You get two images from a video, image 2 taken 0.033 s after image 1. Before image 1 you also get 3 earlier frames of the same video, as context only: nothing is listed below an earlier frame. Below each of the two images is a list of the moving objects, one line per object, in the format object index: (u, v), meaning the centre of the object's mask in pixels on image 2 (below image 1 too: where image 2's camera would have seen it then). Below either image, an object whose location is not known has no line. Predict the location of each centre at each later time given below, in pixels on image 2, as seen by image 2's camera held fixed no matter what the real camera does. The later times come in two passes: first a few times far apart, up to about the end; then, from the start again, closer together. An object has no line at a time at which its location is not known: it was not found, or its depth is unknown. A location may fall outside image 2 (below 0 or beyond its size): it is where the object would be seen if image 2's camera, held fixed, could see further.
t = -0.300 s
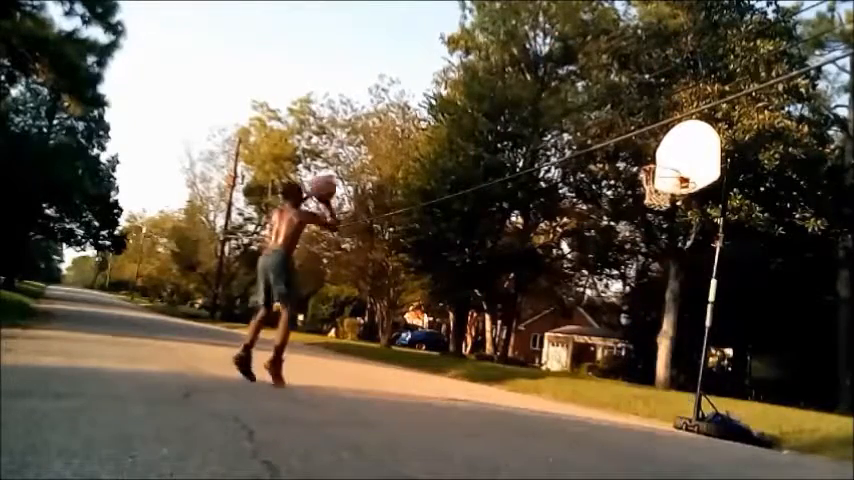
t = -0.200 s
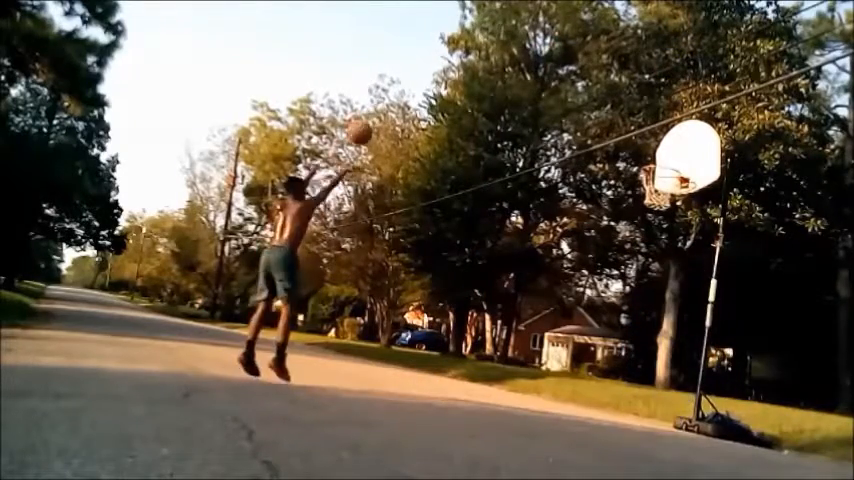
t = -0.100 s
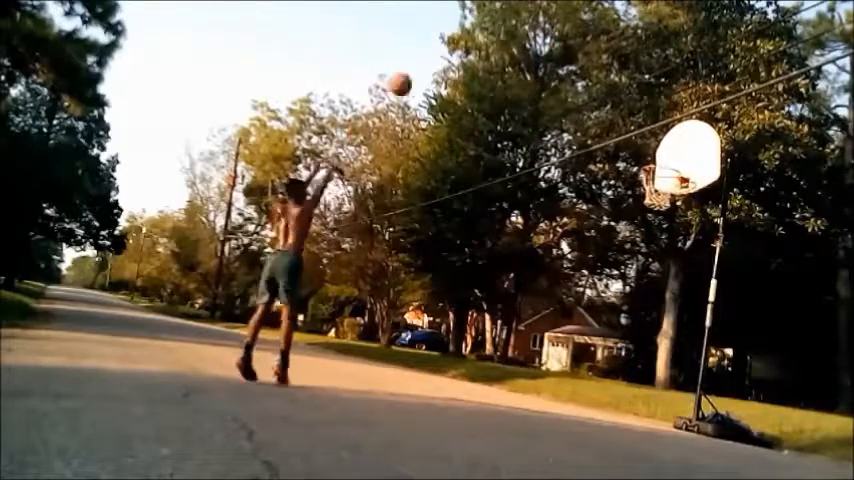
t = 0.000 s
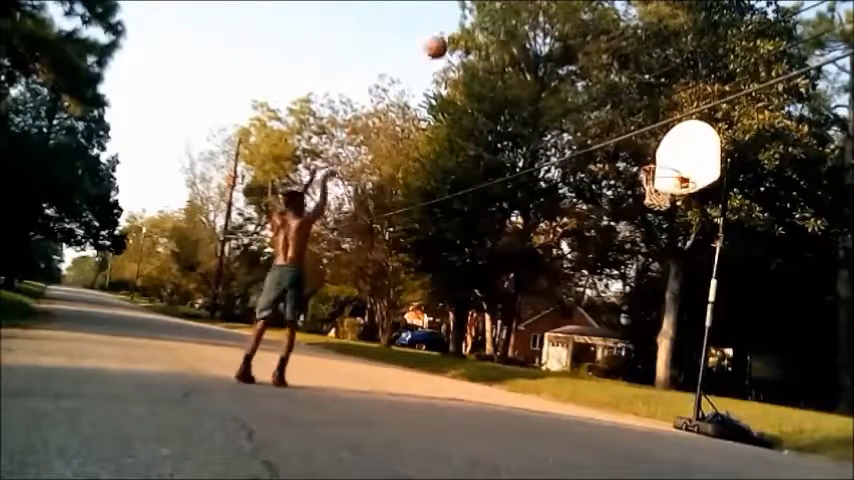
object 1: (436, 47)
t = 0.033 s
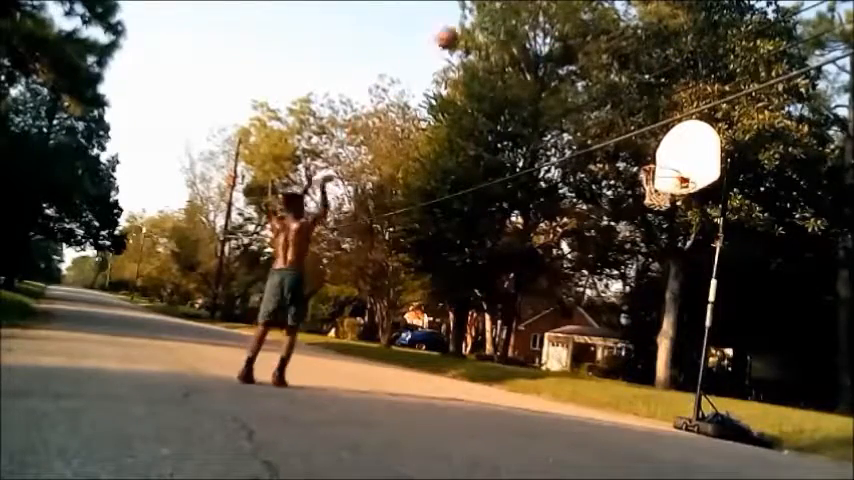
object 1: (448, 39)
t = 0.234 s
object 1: (501, 5)
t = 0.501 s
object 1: (569, 9)
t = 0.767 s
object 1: (621, 75)
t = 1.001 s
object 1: (659, 162)
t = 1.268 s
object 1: (655, 162)
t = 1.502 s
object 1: (666, 164)
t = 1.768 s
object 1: (654, 193)
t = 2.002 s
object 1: (637, 253)
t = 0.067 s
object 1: (455, 28)
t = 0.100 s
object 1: (466, 23)
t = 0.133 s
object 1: (477, 15)
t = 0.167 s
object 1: (486, 10)
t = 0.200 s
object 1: (495, 6)
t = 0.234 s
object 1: (501, 5)
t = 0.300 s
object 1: (521, 4)
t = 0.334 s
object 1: (531, 4)
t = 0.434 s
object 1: (553, 6)
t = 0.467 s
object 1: (562, 6)
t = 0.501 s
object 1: (569, 9)
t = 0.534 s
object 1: (576, 14)
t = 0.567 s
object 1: (583, 20)
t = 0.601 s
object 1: (590, 27)
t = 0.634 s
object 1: (597, 35)
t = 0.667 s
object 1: (603, 44)
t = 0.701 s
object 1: (610, 54)
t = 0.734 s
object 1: (615, 63)
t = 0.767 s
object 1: (621, 75)
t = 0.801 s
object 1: (628, 86)
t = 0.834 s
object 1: (635, 100)
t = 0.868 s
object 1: (639, 112)
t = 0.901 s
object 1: (644, 125)
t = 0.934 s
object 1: (649, 142)
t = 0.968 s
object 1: (654, 157)
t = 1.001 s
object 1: (659, 162)
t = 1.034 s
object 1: (664, 167)
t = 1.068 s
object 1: (668, 171)
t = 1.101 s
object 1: (666, 171)
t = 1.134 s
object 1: (661, 168)
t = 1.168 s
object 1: (655, 167)
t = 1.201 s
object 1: (651, 166)
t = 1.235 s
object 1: (653, 163)
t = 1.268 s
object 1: (655, 162)
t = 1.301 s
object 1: (657, 160)
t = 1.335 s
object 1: (659, 159)
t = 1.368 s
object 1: (661, 159)
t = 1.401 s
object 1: (663, 161)
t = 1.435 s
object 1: (664, 162)
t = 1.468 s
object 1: (666, 164)
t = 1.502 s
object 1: (666, 164)
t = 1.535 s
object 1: (665, 166)
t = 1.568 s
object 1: (665, 169)
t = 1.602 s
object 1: (664, 172)
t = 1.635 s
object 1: (664, 175)
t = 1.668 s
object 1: (662, 180)
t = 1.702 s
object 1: (661, 184)
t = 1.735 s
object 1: (659, 187)
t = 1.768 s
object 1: (654, 193)
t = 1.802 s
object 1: (650, 201)
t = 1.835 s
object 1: (649, 206)
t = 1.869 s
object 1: (648, 214)
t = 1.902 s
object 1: (646, 223)
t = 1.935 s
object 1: (643, 232)
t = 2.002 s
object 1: (637, 253)
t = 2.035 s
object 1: (634, 265)
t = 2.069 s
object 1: (631, 279)
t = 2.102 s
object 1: (627, 295)
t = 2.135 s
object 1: (625, 309)
